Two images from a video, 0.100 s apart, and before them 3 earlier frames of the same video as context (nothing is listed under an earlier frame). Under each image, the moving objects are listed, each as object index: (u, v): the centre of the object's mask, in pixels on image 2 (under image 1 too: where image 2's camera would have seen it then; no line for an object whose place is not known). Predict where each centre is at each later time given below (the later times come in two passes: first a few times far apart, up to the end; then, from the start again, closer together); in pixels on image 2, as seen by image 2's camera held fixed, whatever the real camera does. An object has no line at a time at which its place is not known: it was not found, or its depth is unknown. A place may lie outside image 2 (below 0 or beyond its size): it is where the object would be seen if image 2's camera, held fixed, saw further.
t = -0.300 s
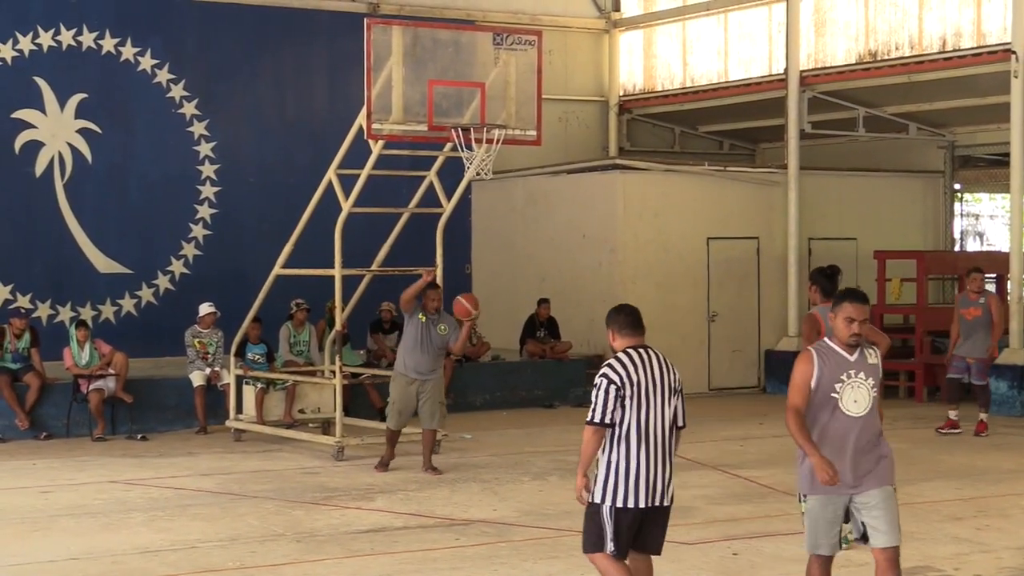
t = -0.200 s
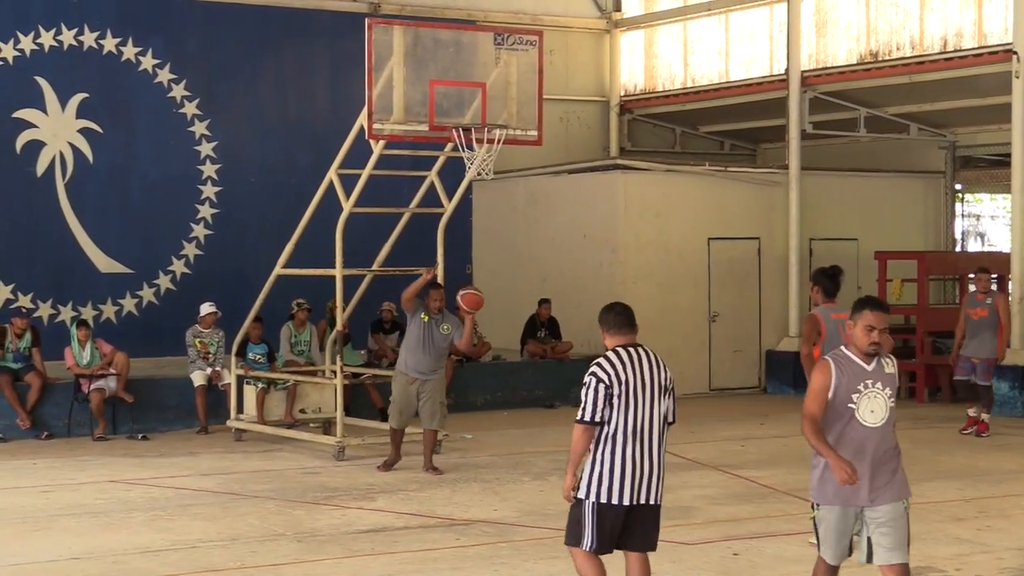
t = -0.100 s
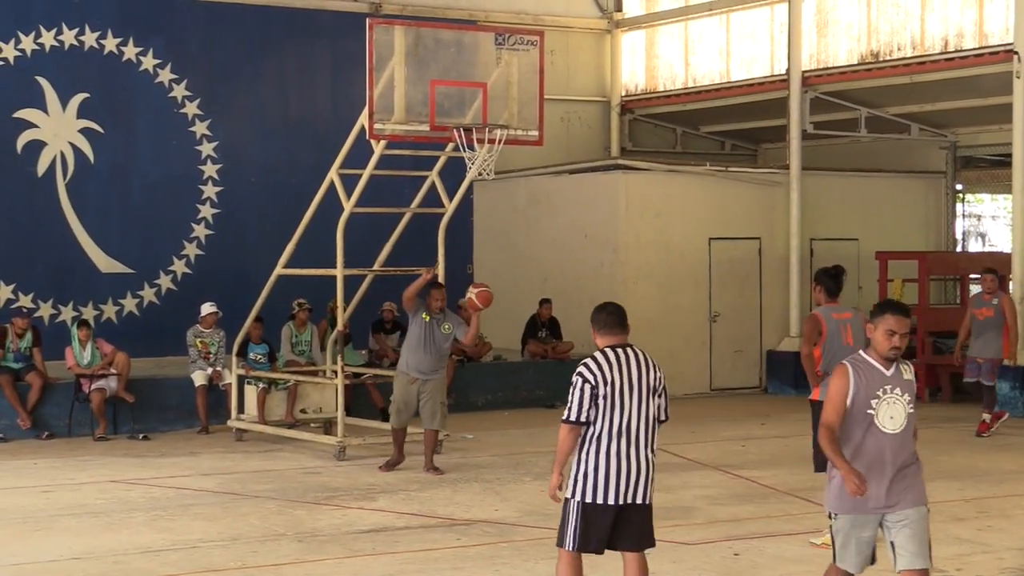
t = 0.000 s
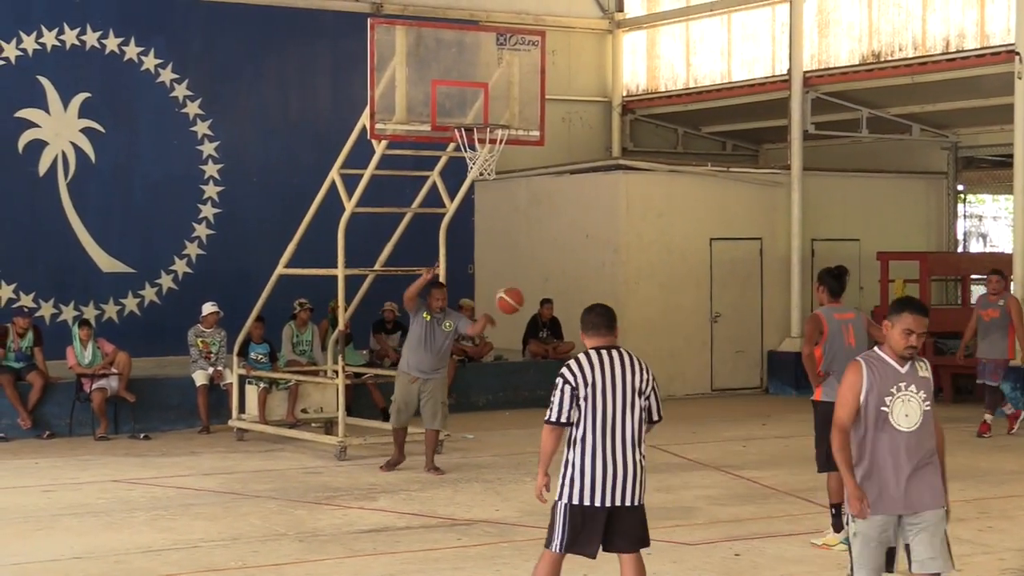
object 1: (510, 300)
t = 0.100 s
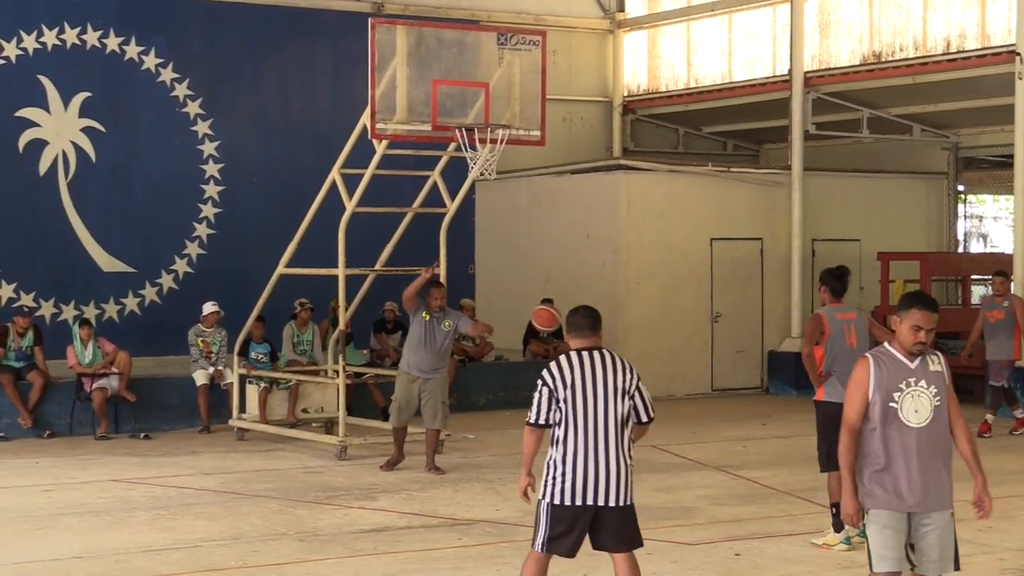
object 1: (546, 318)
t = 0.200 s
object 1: (588, 342)
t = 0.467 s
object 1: (693, 504)
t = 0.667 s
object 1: (730, 408)
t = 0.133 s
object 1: (552, 326)
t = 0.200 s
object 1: (588, 342)
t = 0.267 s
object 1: (617, 371)
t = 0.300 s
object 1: (629, 392)
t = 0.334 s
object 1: (638, 413)
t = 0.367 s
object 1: (650, 433)
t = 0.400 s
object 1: (664, 456)
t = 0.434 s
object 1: (678, 480)
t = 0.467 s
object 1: (693, 504)
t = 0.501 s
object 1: (698, 485)
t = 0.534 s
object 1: (704, 467)
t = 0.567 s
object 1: (711, 450)
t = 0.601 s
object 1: (716, 436)
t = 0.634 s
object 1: (724, 421)
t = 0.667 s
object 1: (730, 408)
